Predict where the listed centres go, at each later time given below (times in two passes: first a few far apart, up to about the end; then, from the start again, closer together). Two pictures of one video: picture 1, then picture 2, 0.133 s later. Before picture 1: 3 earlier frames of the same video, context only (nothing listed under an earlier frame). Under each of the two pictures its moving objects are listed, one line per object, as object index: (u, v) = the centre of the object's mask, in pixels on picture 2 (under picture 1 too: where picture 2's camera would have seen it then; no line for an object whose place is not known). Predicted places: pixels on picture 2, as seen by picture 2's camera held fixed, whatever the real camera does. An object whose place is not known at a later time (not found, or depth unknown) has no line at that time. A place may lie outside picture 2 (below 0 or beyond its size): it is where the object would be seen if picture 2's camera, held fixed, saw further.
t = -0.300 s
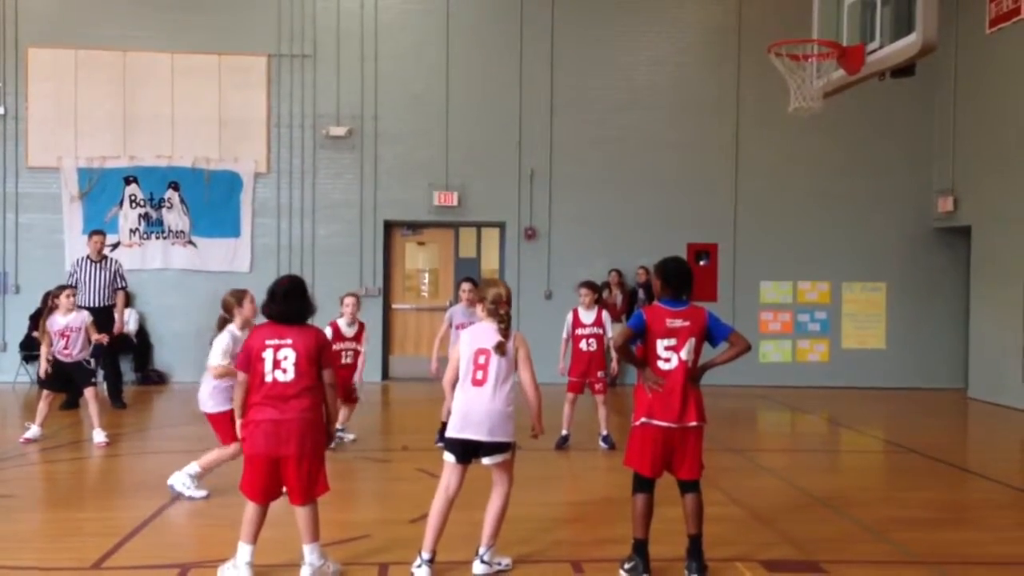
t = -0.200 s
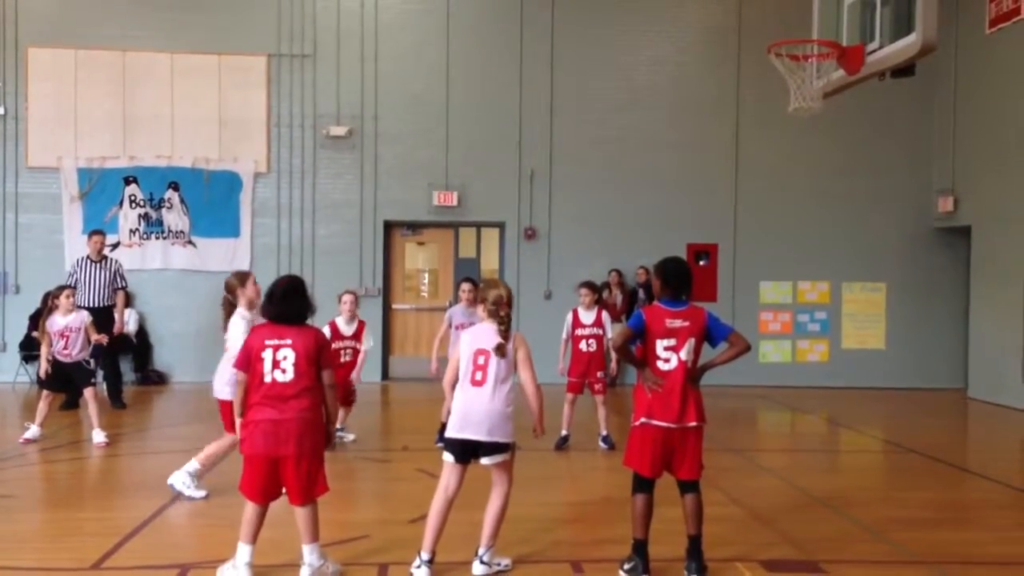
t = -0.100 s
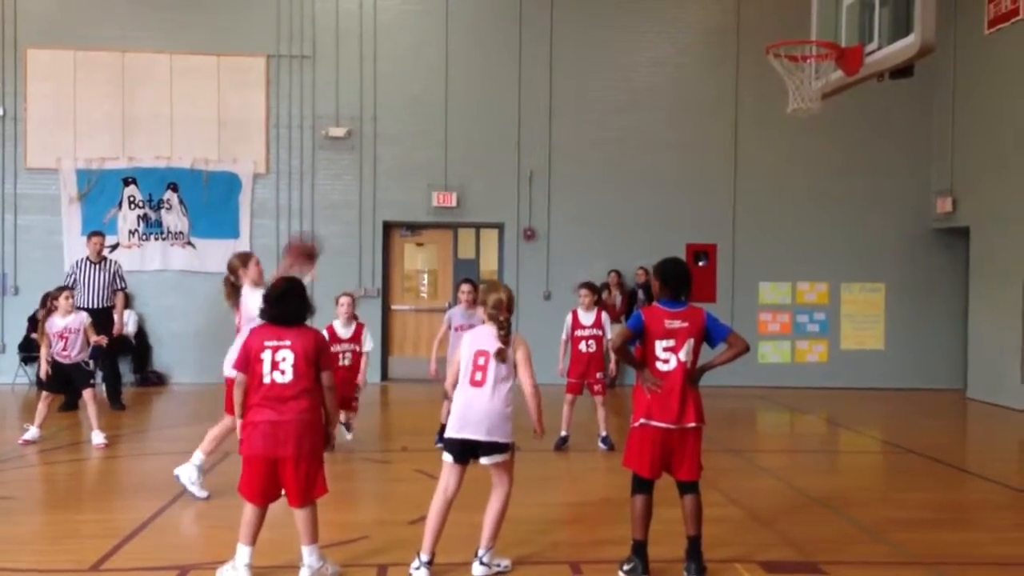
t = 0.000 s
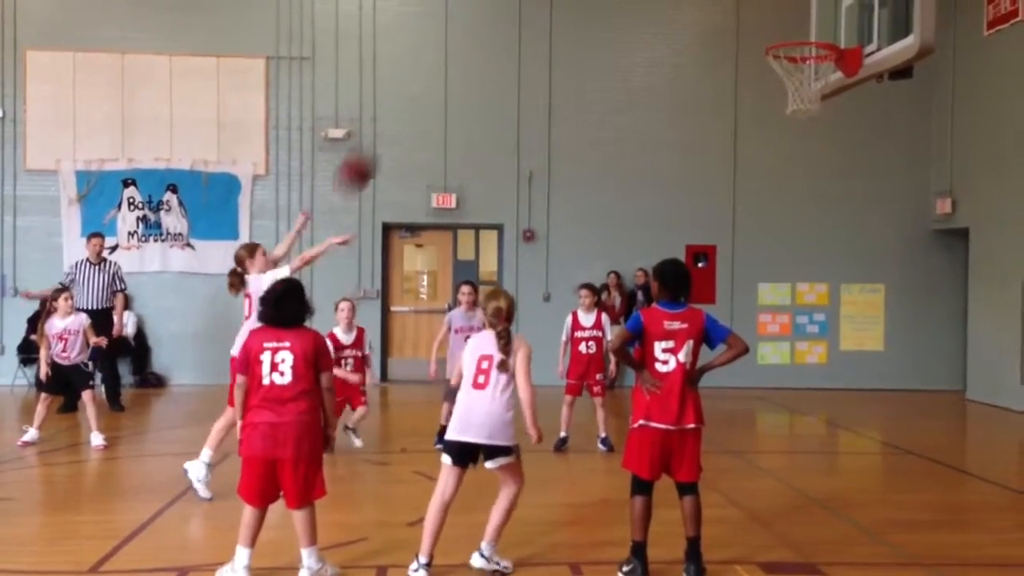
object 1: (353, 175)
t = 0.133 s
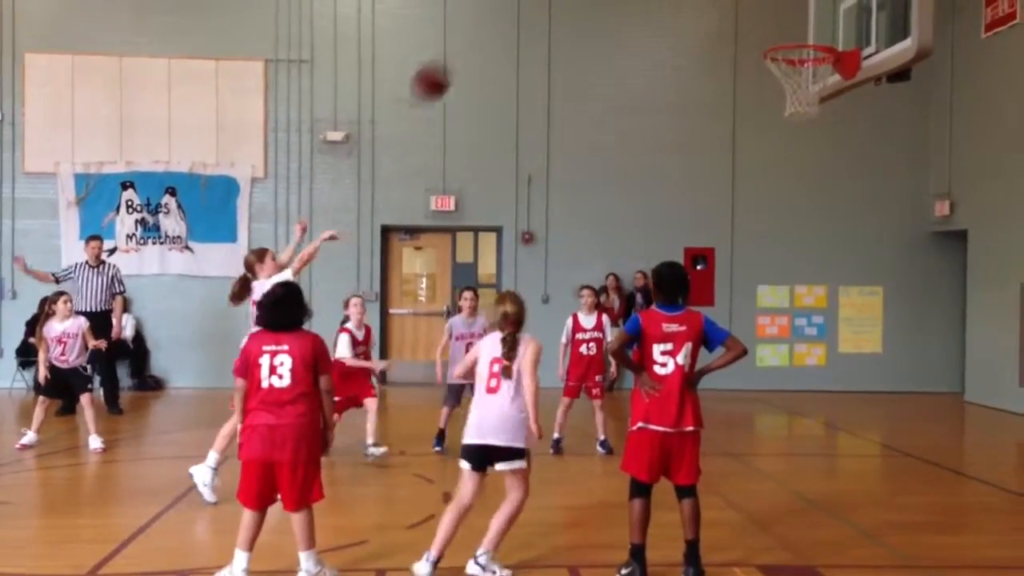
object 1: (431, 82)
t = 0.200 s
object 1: (468, 45)
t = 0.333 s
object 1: (541, 2)
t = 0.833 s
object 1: (800, 11)
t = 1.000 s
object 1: (791, 25)
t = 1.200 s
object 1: (739, 4)
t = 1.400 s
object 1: (692, 35)
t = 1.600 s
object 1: (648, 113)
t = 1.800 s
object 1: (608, 230)
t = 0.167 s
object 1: (449, 63)
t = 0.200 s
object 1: (468, 45)
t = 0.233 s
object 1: (486, 29)
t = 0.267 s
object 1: (505, 15)
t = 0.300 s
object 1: (523, 8)
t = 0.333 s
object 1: (541, 2)
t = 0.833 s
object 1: (800, 11)
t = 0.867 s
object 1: (818, 24)
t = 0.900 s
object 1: (822, 33)
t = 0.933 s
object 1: (807, 40)
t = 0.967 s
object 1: (799, 31)
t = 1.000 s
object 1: (791, 25)
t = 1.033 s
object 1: (781, 17)
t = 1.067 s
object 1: (774, 12)
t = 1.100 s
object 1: (765, 7)
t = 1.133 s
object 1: (756, 5)
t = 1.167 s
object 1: (746, 4)
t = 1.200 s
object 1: (739, 4)
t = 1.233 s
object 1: (732, 6)
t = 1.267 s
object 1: (723, 9)
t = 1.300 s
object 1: (716, 13)
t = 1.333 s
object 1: (707, 19)
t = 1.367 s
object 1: (700, 26)
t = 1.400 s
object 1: (692, 35)
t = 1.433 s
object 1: (684, 45)
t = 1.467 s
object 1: (677, 56)
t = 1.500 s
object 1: (669, 68)
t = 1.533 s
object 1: (662, 82)
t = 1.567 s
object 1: (655, 97)
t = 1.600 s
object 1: (648, 113)
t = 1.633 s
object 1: (641, 130)
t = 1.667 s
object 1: (634, 149)
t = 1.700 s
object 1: (627, 167)
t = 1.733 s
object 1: (621, 188)
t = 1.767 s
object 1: (614, 209)
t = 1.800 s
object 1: (608, 230)
